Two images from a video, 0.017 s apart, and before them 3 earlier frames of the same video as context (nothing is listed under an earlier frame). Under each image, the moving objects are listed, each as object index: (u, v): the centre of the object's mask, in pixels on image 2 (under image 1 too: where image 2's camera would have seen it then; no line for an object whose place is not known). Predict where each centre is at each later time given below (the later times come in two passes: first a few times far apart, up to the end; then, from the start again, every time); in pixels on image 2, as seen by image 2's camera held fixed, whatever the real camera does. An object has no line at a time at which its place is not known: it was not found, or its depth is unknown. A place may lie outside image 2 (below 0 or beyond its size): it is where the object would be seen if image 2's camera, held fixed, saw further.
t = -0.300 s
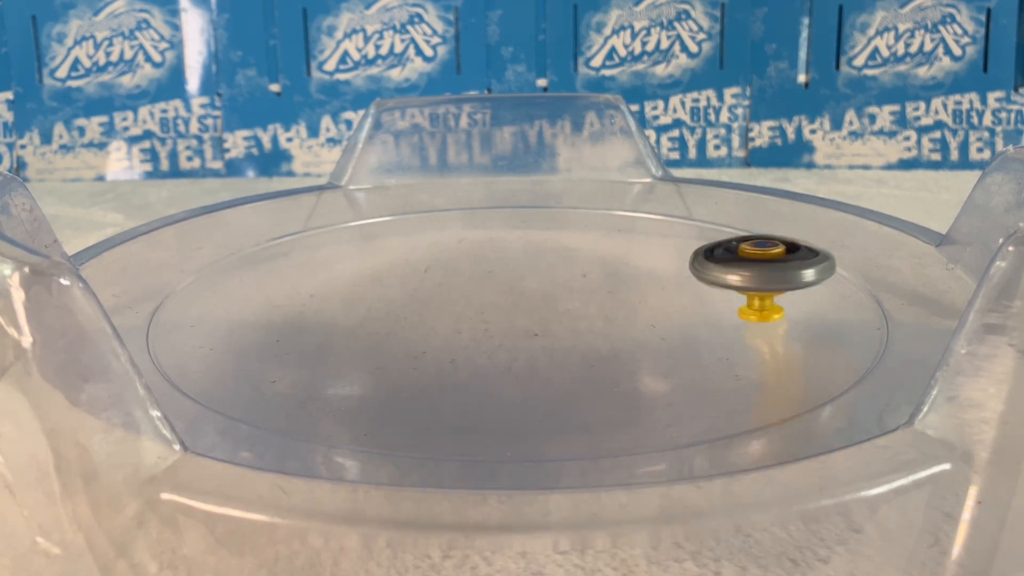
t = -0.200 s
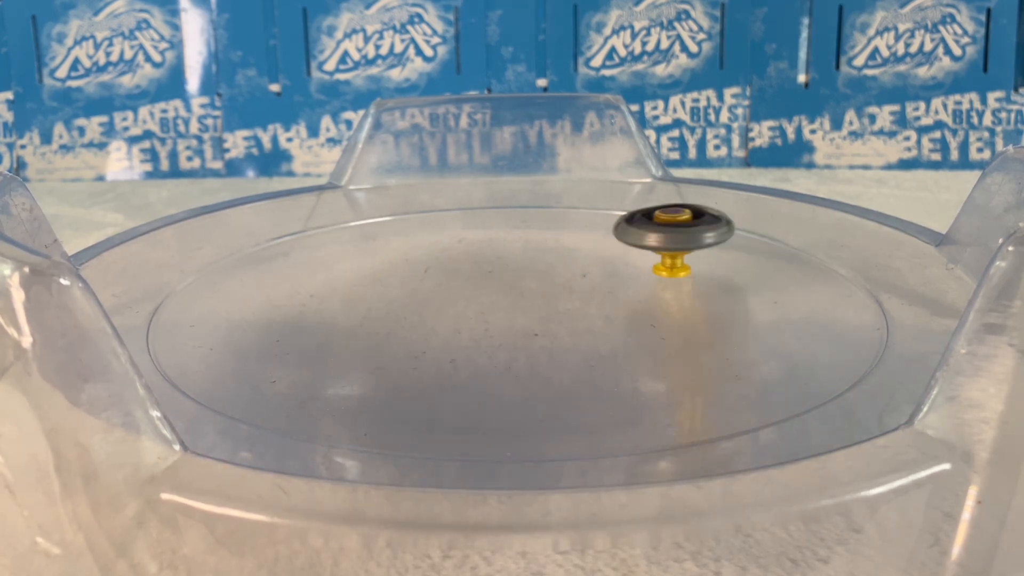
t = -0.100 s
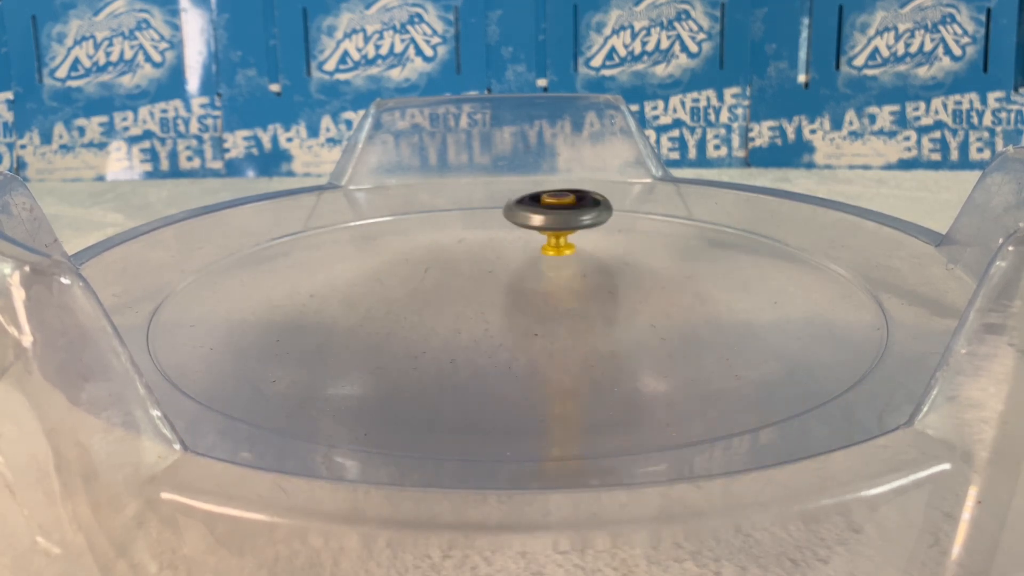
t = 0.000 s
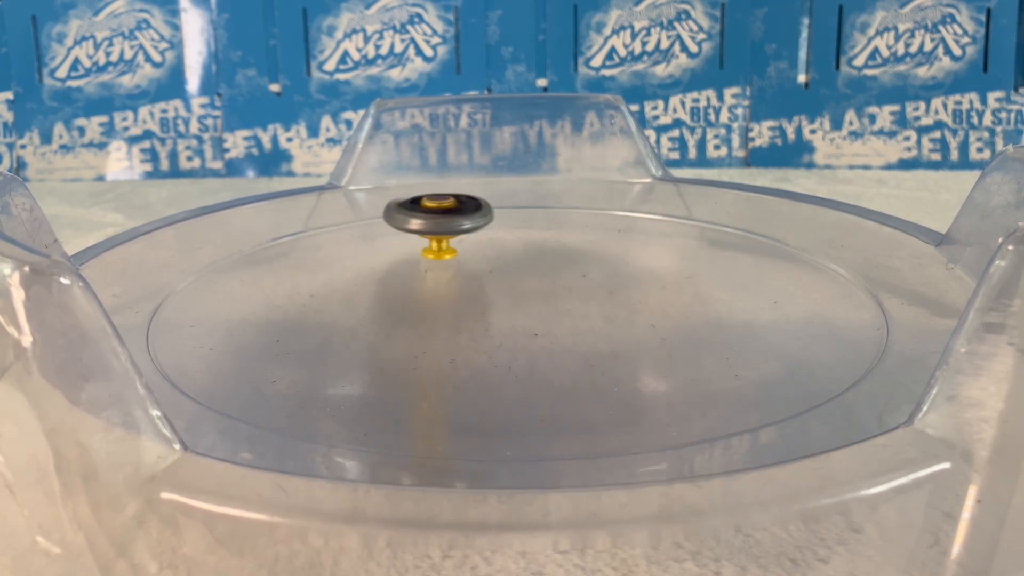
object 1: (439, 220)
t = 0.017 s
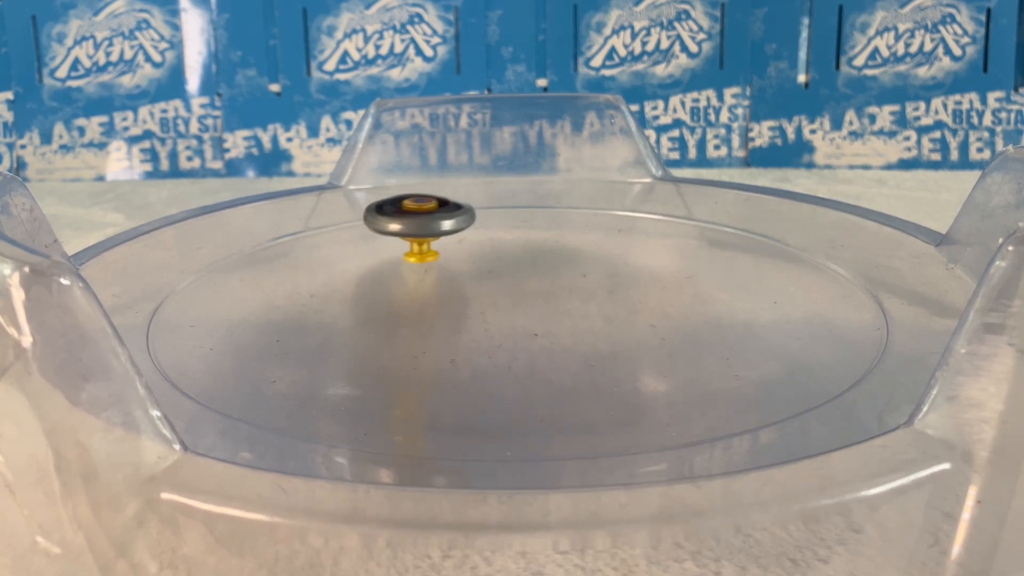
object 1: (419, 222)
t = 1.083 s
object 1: (383, 261)
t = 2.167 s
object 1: (370, 329)
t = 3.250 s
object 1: (471, 353)
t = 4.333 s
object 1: (575, 356)
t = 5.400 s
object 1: (685, 297)
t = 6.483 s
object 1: (595, 243)
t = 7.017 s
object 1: (414, 346)
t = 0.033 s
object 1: (402, 224)
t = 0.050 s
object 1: (383, 228)
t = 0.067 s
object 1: (367, 232)
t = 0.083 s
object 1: (351, 235)
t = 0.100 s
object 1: (335, 240)
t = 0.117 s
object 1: (319, 244)
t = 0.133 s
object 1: (305, 250)
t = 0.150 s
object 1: (292, 255)
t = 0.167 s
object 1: (280, 262)
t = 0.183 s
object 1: (271, 268)
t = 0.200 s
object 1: (264, 274)
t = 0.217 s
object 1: (260, 280)
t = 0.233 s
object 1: (256, 289)
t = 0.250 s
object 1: (257, 296)
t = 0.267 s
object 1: (258, 303)
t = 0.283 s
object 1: (264, 311)
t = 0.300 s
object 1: (270, 318)
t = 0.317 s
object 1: (282, 324)
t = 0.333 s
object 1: (294, 331)
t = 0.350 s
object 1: (311, 337)
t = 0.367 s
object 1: (329, 343)
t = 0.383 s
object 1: (353, 347)
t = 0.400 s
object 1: (376, 352)
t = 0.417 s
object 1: (402, 355)
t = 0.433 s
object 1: (426, 358)
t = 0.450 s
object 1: (455, 359)
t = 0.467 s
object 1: (480, 360)
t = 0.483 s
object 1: (507, 359)
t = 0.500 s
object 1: (531, 358)
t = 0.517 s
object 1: (556, 355)
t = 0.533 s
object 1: (577, 353)
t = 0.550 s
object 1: (597, 348)
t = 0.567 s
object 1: (614, 345)
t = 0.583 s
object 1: (628, 339)
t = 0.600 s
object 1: (641, 336)
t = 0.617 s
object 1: (651, 330)
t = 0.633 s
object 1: (658, 325)
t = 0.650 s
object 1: (663, 319)
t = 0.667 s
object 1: (666, 314)
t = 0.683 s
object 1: (666, 308)
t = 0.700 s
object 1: (667, 302)
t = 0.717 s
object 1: (663, 296)
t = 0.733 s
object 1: (660, 291)
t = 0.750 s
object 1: (653, 285)
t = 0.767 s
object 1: (647, 280)
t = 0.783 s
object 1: (636, 274)
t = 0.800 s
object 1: (627, 270)
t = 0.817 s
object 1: (614, 266)
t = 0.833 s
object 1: (603, 261)
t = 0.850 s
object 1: (588, 258)
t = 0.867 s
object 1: (576, 255)
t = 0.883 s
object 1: (560, 252)
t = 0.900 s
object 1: (546, 250)
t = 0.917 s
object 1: (529, 249)
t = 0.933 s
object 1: (515, 248)
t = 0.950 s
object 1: (498, 247)
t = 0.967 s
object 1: (484, 247)
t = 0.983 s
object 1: (467, 247)
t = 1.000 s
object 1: (453, 248)
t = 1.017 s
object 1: (437, 250)
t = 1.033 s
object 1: (423, 251)
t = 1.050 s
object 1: (408, 254)
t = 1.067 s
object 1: (396, 257)
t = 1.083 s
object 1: (383, 261)
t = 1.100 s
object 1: (373, 264)
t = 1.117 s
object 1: (362, 269)
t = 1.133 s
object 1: (355, 273)
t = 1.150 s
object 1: (348, 279)
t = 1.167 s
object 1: (343, 284)
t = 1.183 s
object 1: (341, 291)
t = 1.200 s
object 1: (340, 297)
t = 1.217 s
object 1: (344, 304)
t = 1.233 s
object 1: (347, 309)
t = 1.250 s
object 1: (357, 316)
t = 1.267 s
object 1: (365, 321)
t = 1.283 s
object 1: (381, 327)
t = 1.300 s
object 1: (395, 332)
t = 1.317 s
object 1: (416, 336)
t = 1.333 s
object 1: (434, 339)
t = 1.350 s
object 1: (458, 341)
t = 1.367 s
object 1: (480, 343)
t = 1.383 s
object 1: (504, 342)
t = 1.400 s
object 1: (527, 342)
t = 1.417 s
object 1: (550, 339)
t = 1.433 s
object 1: (572, 337)
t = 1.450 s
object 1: (591, 333)
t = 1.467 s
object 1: (610, 329)
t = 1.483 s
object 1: (624, 323)
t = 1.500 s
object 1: (639, 318)
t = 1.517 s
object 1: (648, 312)
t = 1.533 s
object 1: (657, 304)
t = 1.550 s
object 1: (661, 298)
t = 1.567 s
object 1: (665, 291)
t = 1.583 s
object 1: (665, 285)
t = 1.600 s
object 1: (661, 278)
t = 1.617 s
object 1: (657, 271)
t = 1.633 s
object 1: (649, 265)
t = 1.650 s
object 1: (643, 260)
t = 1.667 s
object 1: (631, 255)
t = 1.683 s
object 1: (621, 249)
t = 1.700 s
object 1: (607, 245)
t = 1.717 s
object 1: (595, 242)
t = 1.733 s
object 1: (579, 239)
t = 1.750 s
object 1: (564, 236)
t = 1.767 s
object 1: (548, 234)
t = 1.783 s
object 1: (531, 232)
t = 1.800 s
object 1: (516, 232)
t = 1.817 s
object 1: (498, 231)
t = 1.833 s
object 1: (483, 230)
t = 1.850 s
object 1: (465, 231)
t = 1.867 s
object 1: (450, 232)
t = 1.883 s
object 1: (434, 234)
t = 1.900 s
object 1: (419, 235)
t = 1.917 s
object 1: (404, 238)
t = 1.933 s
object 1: (390, 241)
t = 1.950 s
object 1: (377, 246)
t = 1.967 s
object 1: (364, 249)
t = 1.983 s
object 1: (354, 255)
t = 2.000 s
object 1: (343, 260)
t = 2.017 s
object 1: (336, 266)
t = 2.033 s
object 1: (329, 273)
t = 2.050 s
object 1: (325, 279)
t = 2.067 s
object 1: (322, 287)
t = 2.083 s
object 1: (323, 294)
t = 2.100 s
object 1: (327, 302)
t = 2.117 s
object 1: (332, 309)
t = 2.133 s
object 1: (343, 316)
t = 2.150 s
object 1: (353, 323)
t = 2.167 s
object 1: (370, 329)
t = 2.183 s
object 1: (385, 335)
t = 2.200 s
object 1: (405, 340)
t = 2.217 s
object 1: (427, 344)
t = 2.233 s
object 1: (449, 346)
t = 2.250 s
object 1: (475, 350)
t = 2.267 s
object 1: (500, 351)
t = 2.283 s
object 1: (527, 351)
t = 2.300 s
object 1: (553, 350)
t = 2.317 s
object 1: (579, 347)
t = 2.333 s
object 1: (605, 346)
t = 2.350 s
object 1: (626, 341)
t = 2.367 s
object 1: (649, 336)
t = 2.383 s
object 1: (668, 331)
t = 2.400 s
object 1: (686, 324)
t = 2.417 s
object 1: (701, 320)
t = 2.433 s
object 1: (712, 312)
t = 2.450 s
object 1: (723, 305)
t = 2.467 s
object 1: (728, 299)
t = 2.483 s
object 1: (734, 290)
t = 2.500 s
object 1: (736, 285)
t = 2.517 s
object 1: (735, 278)
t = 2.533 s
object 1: (734, 271)
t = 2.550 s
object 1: (728, 265)
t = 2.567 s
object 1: (723, 258)
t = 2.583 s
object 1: (715, 254)
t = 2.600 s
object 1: (705, 248)
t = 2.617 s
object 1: (695, 243)
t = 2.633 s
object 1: (682, 238)
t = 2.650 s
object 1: (671, 235)
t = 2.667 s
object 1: (655, 231)
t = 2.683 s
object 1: (641, 228)
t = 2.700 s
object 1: (626, 225)
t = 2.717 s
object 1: (608, 223)
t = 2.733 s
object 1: (593, 222)
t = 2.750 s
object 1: (574, 221)
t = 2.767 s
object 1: (558, 220)
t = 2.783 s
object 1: (539, 220)
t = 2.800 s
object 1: (521, 221)
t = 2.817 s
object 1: (505, 223)
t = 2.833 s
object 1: (486, 224)
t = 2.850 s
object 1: (470, 226)
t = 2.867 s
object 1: (453, 228)
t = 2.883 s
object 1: (436, 231)
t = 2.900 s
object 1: (422, 236)
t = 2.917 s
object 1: (405, 239)
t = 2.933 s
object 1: (393, 244)
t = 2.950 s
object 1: (379, 249)
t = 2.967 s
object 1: (368, 254)
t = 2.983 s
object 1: (358, 261)
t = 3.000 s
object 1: (348, 266)
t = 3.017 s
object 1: (343, 274)
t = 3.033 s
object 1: (336, 281)
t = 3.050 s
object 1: (334, 287)
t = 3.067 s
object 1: (333, 295)
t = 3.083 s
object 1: (333, 301)
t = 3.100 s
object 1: (338, 310)
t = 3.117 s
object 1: (343, 317)
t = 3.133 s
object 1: (352, 322)
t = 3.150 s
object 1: (364, 330)
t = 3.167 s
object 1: (376, 334)
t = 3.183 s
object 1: (393, 340)
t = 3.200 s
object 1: (409, 345)
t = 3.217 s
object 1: (429, 347)
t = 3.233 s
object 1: (450, 352)
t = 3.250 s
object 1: (471, 353)
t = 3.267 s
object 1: (497, 355)
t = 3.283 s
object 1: (520, 355)
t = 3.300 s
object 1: (546, 353)
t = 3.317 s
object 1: (573, 354)
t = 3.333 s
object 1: (596, 351)
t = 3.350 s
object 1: (622, 347)
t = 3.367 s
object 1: (645, 344)
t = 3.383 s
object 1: (665, 337)
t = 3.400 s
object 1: (687, 332)
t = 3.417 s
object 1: (704, 326)
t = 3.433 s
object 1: (718, 319)
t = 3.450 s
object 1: (732, 312)
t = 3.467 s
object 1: (739, 304)
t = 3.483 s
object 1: (746, 297)
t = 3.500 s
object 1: (750, 290)
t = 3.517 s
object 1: (749, 283)
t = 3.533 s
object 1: (748, 275)
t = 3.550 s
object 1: (743, 268)
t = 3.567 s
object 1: (735, 262)
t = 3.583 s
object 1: (729, 256)
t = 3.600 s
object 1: (717, 251)
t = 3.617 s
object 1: (705, 246)
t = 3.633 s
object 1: (693, 241)
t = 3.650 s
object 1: (677, 238)
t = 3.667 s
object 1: (663, 234)
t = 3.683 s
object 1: (647, 232)
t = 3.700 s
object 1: (630, 230)
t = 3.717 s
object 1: (614, 228)
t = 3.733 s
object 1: (596, 227)
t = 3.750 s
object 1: (578, 227)
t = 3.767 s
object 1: (561, 227)
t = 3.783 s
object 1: (542, 228)
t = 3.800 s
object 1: (525, 228)
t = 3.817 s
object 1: (507, 230)
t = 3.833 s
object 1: (489, 231)
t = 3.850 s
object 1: (473, 233)
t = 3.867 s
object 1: (455, 236)
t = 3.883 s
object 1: (439, 238)
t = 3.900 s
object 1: (424, 242)
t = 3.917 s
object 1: (408, 245)
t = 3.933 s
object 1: (395, 249)
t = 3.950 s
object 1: (381, 254)
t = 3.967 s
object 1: (368, 258)
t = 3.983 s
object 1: (358, 264)
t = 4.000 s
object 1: (347, 269)
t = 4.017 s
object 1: (337, 275)
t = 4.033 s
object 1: (332, 282)
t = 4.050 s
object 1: (325, 288)
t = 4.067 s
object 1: (322, 295)
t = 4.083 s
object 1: (321, 301)
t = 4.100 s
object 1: (320, 308)
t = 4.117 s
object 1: (326, 315)
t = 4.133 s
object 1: (331, 321)
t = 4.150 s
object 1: (338, 328)
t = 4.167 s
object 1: (351, 333)
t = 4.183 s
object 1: (364, 339)
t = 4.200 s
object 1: (380, 343)
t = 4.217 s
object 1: (400, 348)
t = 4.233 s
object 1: (420, 352)
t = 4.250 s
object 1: (443, 354)
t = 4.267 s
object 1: (469, 357)
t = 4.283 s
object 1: (493, 358)
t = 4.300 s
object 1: (521, 357)
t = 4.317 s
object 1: (550, 358)
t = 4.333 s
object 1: (575, 356)
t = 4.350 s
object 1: (601, 353)
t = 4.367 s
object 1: (627, 349)
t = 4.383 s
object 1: (647, 344)
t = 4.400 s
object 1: (668, 338)
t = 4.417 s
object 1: (686, 333)
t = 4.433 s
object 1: (698, 327)
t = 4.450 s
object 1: (709, 319)
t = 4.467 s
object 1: (718, 313)
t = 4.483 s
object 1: (720, 306)
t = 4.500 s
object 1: (721, 299)
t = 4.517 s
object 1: (721, 293)
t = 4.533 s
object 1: (716, 288)
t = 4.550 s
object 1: (710, 281)
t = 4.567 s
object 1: (703, 276)
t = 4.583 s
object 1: (692, 271)
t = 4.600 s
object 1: (681, 266)
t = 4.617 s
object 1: (670, 262)
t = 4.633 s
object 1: (654, 258)
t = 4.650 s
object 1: (640, 255)
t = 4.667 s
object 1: (625, 252)
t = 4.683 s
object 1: (607, 250)
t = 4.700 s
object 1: (591, 248)
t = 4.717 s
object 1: (575, 248)
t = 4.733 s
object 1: (556, 247)
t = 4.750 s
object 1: (539, 246)
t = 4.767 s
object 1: (522, 247)
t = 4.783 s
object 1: (503, 248)
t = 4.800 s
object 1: (487, 248)
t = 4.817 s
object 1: (470, 251)
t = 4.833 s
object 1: (453, 253)
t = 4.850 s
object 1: (438, 255)
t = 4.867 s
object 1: (422, 259)
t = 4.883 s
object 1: (407, 263)
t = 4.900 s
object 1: (394, 266)
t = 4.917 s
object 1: (382, 272)
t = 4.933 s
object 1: (370, 276)
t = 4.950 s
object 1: (362, 281)
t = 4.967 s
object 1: (355, 288)
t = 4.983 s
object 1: (348, 294)
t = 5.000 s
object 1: (346, 300)
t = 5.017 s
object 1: (346, 307)
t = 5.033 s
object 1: (347, 313)
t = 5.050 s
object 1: (352, 319)
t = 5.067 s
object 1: (360, 326)
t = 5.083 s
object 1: (369, 332)
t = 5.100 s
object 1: (384, 336)
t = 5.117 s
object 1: (401, 342)
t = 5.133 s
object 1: (419, 346)
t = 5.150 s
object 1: (441, 349)
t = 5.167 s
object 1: (465, 352)
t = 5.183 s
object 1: (488, 353)
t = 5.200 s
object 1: (512, 352)
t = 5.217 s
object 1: (539, 352)
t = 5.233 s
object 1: (562, 351)
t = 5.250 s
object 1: (584, 349)
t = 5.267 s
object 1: (608, 344)
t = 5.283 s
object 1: (627, 339)
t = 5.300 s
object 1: (642, 334)
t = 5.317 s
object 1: (657, 328)
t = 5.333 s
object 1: (669, 323)
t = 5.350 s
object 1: (676, 317)
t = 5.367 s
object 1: (682, 310)
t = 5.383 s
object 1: (686, 304)
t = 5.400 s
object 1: (685, 297)
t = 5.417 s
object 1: (682, 291)
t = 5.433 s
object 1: (679, 285)
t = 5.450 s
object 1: (672, 280)
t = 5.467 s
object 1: (662, 275)
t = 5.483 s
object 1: (653, 269)
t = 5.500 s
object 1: (642, 265)
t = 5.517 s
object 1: (628, 261)
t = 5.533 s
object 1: (615, 257)
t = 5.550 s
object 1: (601, 254)
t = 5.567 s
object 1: (585, 252)
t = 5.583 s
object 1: (568, 249)
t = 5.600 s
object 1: (553, 247)
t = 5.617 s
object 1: (535, 246)
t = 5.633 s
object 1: (517, 246)
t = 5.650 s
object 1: (501, 245)
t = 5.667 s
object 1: (483, 246)
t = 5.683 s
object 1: (465, 246)
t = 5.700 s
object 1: (448, 247)
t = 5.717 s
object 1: (432, 249)
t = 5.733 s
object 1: (415, 252)
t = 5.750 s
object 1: (399, 254)
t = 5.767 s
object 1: (386, 257)
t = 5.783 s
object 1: (371, 261)
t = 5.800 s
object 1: (358, 265)
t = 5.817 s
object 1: (348, 270)
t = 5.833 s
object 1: (338, 275)
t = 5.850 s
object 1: (328, 280)
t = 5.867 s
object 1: (323, 286)
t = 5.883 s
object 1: (319, 292)
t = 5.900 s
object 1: (315, 299)
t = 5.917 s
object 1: (315, 304)
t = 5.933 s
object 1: (319, 311)
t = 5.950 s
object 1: (322, 317)
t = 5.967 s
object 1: (329, 323)
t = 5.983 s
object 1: (340, 329)
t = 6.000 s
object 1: (354, 335)
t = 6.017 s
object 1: (368, 341)
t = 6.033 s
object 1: (387, 344)
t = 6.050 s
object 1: (409, 349)
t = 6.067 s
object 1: (431, 352)
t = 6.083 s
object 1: (454, 353)
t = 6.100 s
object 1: (480, 355)
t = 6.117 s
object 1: (507, 355)
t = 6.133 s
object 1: (531, 355)
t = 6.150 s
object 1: (555, 352)
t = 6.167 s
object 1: (581, 349)
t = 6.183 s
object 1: (603, 346)
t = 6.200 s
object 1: (622, 340)
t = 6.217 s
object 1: (640, 335)
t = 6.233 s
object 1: (657, 329)
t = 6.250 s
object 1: (669, 323)
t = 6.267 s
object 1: (677, 317)
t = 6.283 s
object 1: (684, 309)
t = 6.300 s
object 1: (688, 302)
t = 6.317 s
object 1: (687, 295)
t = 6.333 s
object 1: (684, 288)
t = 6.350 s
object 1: (682, 281)
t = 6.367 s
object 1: (676, 275)
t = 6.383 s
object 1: (666, 269)
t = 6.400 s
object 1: (656, 264)
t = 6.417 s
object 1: (647, 258)
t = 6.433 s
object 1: (635, 254)
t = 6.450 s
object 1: (621, 249)
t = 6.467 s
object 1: (607, 246)
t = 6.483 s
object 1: (595, 243)
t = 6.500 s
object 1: (579, 240)
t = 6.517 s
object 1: (563, 238)
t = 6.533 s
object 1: (549, 235)
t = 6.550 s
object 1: (534, 234)
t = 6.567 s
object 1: (517, 232)
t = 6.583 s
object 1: (500, 232)
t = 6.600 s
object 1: (486, 232)
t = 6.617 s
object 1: (470, 232)
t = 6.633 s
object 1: (453, 233)
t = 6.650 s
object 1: (437, 233)
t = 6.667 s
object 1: (423, 235)
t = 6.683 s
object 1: (408, 237)
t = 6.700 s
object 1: (392, 240)
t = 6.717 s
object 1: (379, 242)
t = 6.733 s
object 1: (367, 246)
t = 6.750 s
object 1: (353, 251)
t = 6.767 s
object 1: (341, 255)
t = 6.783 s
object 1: (332, 260)
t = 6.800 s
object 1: (324, 265)
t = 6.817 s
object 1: (315, 272)
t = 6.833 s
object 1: (309, 278)
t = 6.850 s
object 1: (308, 284)
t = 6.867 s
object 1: (308, 292)
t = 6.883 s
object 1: (308, 299)
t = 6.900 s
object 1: (311, 306)
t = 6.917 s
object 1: (319, 312)
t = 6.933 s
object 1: (329, 320)
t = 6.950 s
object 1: (339, 326)
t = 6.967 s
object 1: (354, 331)
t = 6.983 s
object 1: (374, 337)
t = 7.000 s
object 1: (393, 341)
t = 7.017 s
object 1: (414, 346)
